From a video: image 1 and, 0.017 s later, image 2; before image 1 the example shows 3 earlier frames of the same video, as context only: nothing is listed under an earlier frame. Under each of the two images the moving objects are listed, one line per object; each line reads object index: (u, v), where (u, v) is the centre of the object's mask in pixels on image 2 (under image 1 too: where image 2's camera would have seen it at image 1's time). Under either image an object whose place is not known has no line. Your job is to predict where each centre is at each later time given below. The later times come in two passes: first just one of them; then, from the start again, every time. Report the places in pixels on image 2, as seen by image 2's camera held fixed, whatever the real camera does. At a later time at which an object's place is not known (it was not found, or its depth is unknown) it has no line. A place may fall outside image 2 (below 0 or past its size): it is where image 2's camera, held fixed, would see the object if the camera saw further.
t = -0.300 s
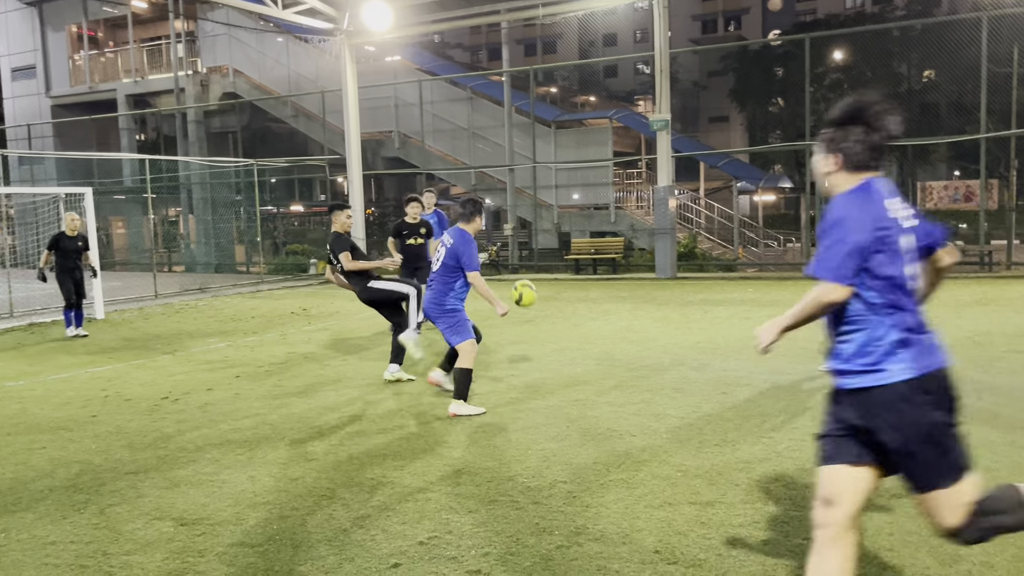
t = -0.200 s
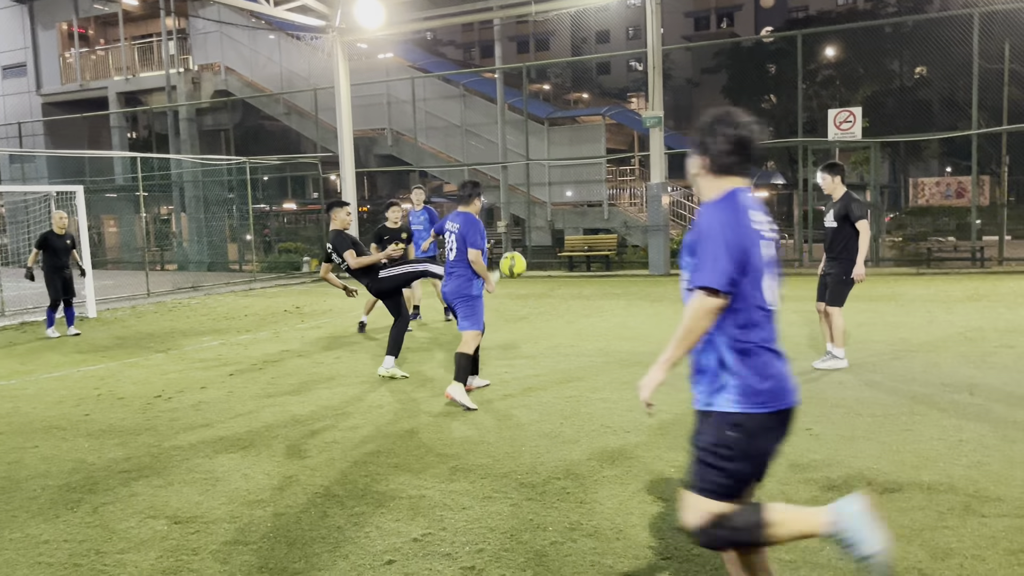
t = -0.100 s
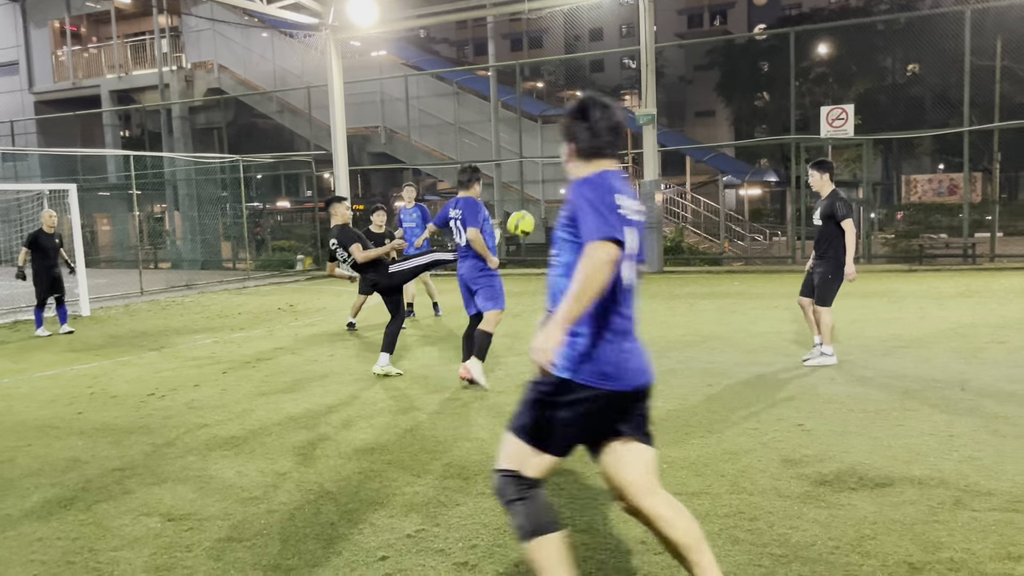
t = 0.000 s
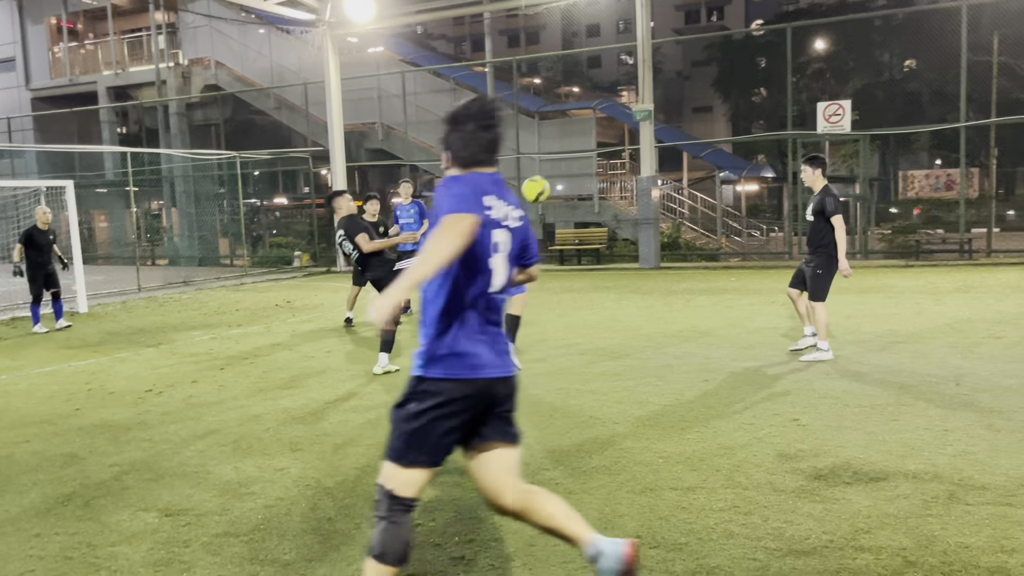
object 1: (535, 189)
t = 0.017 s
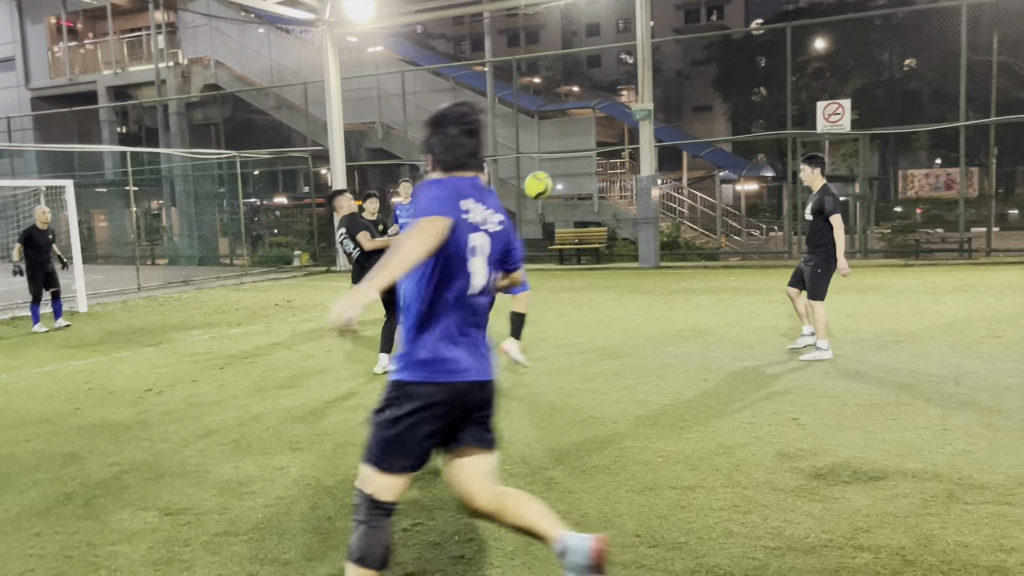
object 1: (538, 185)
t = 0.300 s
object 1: (586, 169)
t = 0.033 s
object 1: (541, 181)
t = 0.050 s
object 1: (544, 178)
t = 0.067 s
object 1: (546, 175)
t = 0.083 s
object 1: (549, 173)
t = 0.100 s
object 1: (552, 170)
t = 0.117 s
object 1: (555, 168)
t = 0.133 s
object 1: (558, 167)
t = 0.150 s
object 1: (561, 165)
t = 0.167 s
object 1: (563, 164)
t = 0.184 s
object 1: (566, 163)
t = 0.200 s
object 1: (569, 163)
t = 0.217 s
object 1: (572, 163)
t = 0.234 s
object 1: (575, 163)
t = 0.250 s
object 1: (579, 164)
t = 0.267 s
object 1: (581, 165)
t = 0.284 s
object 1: (583, 167)
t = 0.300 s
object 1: (586, 169)
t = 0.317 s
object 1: (588, 171)
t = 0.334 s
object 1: (592, 173)
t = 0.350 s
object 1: (595, 176)
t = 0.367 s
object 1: (598, 179)
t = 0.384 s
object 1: (601, 182)
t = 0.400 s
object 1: (604, 186)
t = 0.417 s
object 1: (606, 191)
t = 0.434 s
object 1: (610, 195)
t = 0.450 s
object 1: (614, 200)
